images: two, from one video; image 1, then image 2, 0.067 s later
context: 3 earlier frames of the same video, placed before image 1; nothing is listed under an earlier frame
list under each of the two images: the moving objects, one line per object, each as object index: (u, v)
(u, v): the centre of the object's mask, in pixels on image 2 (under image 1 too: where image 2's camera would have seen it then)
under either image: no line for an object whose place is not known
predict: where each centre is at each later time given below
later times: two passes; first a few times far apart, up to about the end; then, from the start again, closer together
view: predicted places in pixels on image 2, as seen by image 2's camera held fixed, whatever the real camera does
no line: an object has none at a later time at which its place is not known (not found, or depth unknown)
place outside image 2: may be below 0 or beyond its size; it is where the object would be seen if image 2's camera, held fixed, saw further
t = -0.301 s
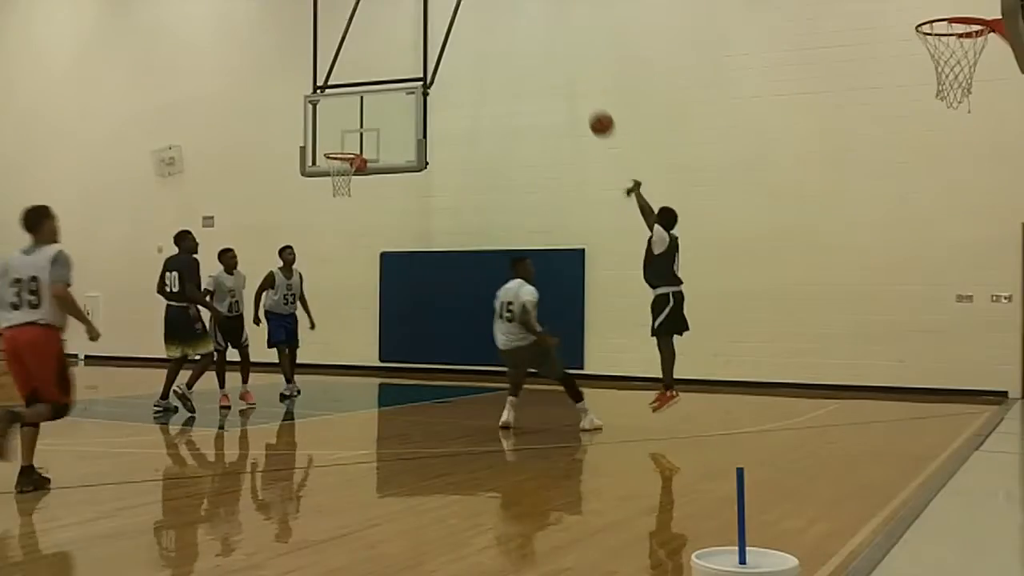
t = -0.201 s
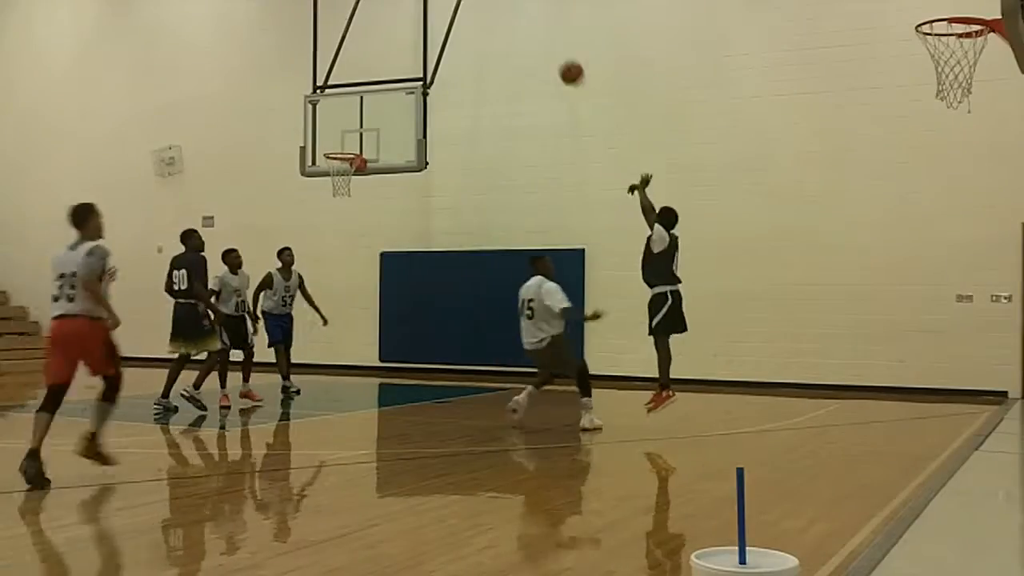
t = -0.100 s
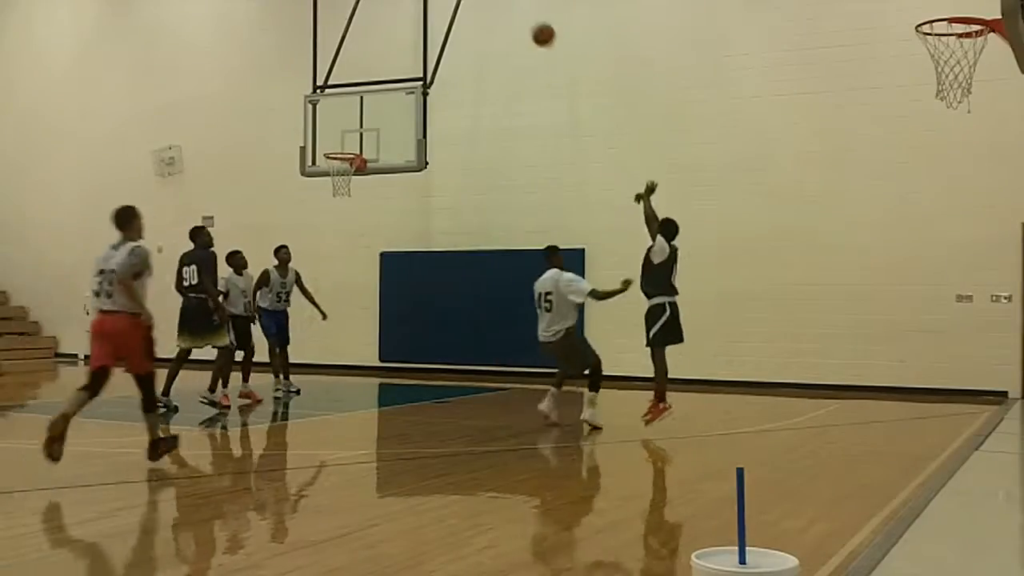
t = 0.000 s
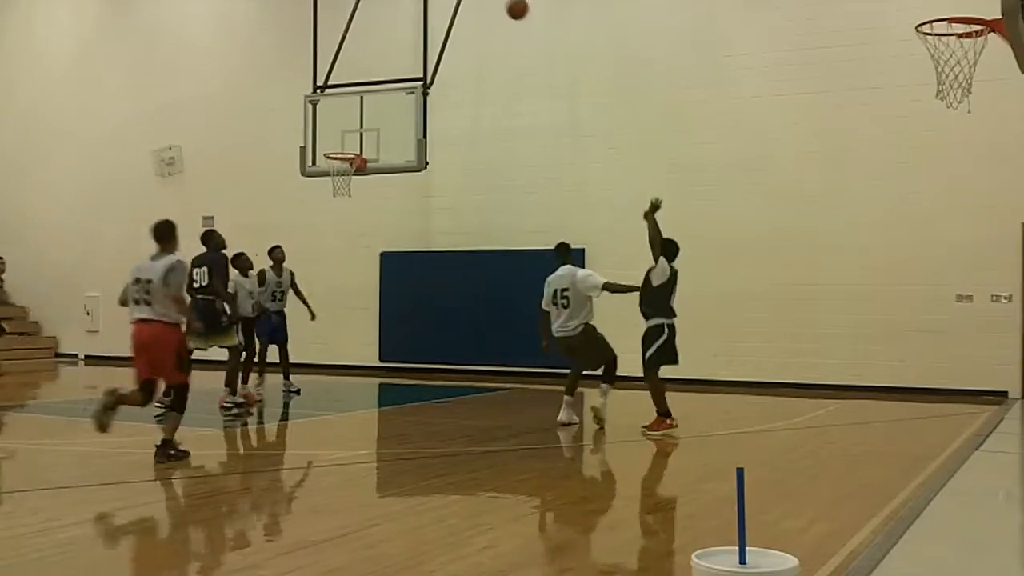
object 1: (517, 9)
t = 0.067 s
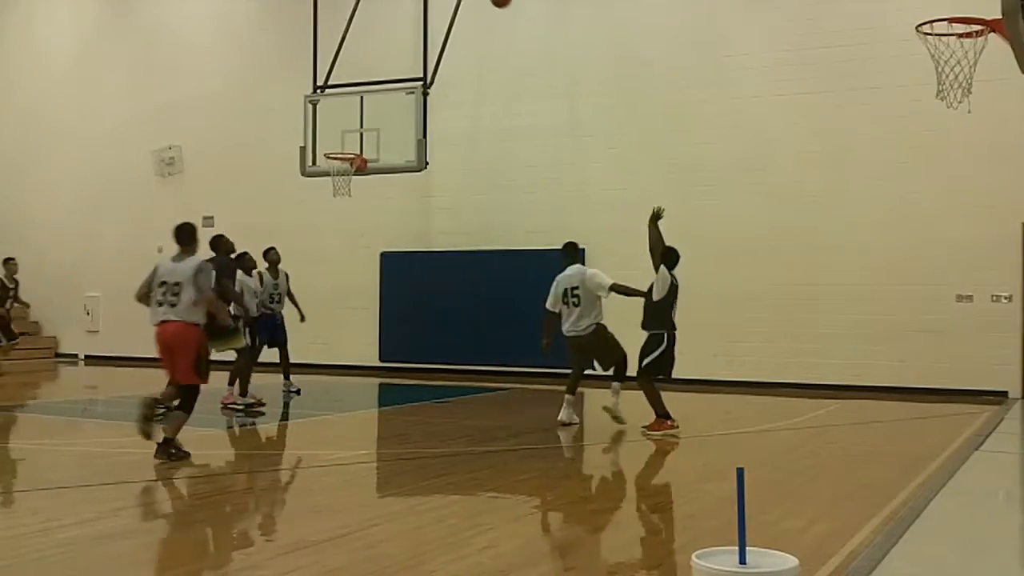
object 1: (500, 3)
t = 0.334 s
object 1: (442, 1)
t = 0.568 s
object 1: (391, 44)
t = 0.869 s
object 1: (342, 159)
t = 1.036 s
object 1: (330, 202)
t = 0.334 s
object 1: (442, 1)
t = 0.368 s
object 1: (428, 5)
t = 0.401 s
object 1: (421, 7)
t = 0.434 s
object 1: (415, 12)
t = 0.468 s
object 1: (408, 19)
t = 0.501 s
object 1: (402, 26)
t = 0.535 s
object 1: (396, 35)
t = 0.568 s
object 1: (391, 44)
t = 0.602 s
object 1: (385, 54)
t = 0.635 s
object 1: (380, 65)
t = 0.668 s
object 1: (374, 76)
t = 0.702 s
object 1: (368, 88)
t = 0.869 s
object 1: (342, 159)
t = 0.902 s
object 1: (337, 171)
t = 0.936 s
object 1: (336, 180)
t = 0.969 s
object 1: (334, 186)
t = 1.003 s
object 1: (332, 194)
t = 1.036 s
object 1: (330, 202)
